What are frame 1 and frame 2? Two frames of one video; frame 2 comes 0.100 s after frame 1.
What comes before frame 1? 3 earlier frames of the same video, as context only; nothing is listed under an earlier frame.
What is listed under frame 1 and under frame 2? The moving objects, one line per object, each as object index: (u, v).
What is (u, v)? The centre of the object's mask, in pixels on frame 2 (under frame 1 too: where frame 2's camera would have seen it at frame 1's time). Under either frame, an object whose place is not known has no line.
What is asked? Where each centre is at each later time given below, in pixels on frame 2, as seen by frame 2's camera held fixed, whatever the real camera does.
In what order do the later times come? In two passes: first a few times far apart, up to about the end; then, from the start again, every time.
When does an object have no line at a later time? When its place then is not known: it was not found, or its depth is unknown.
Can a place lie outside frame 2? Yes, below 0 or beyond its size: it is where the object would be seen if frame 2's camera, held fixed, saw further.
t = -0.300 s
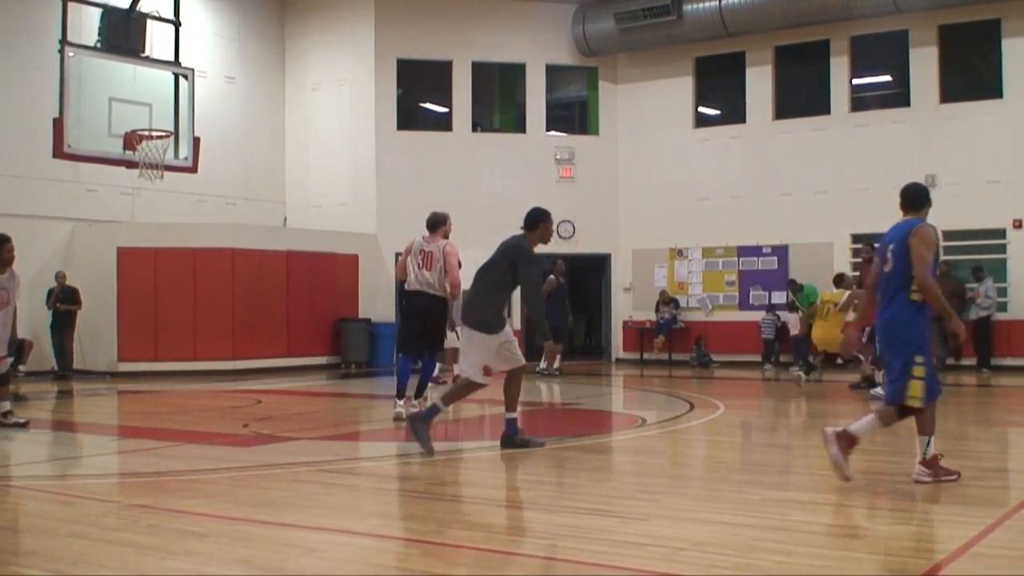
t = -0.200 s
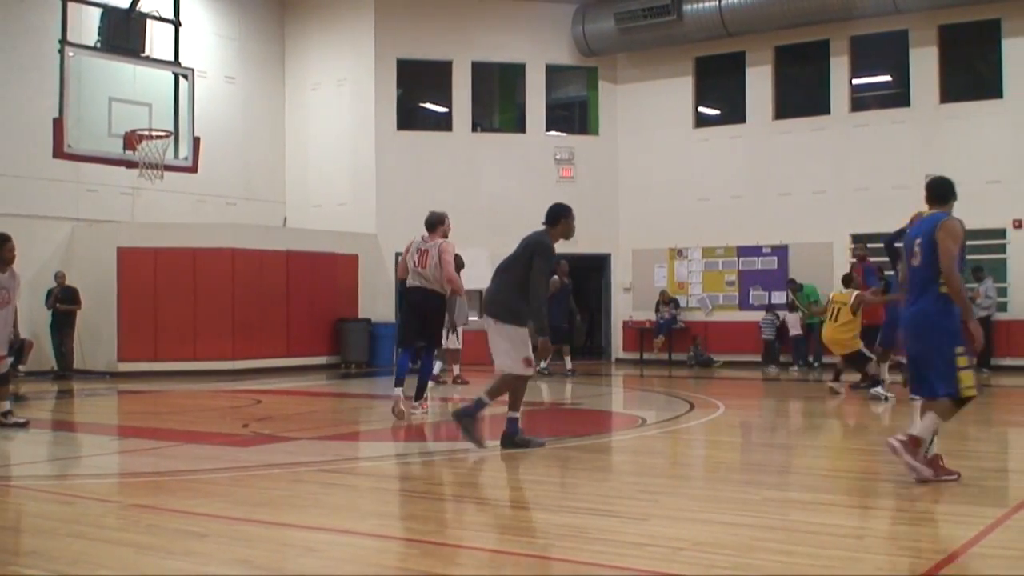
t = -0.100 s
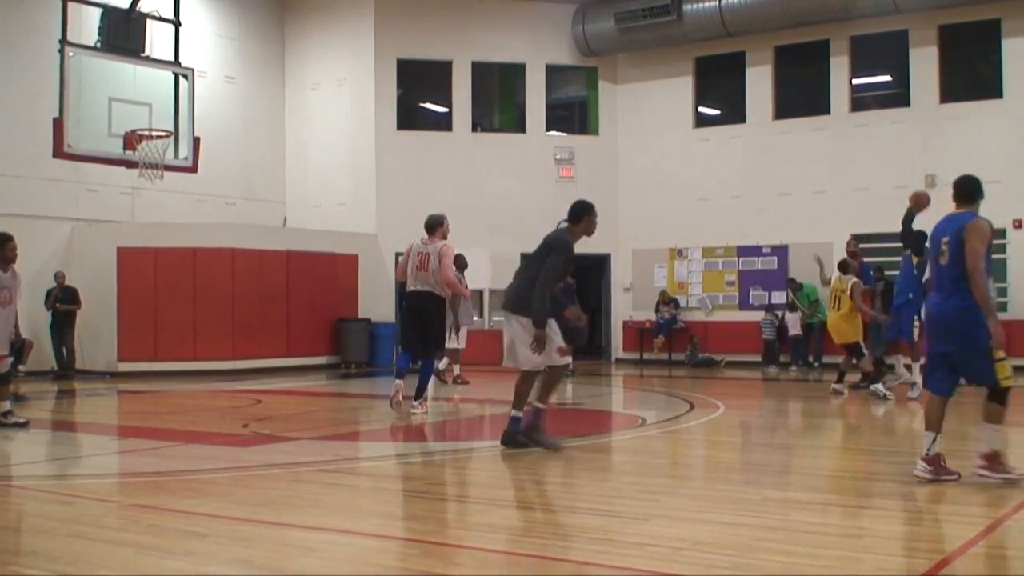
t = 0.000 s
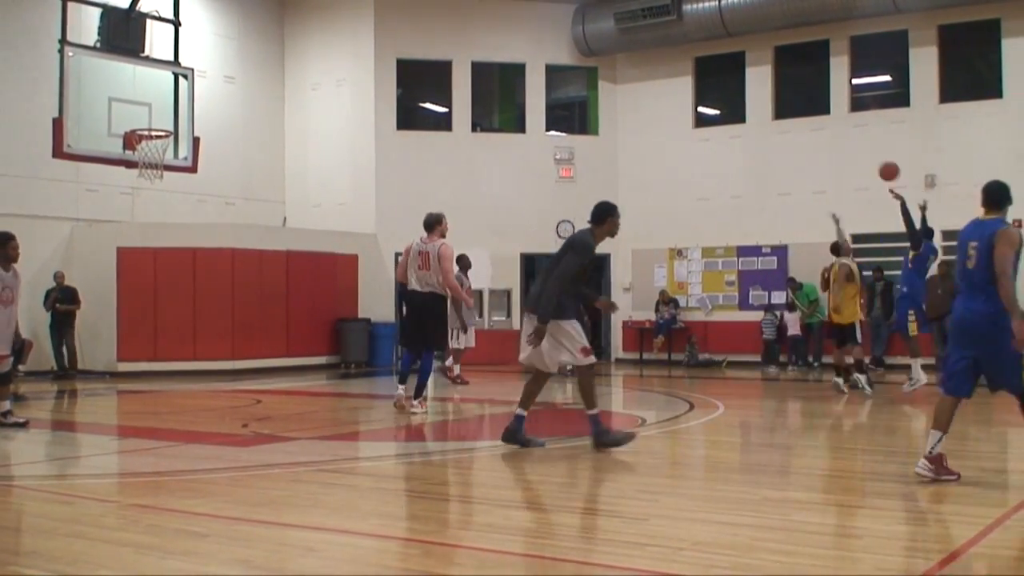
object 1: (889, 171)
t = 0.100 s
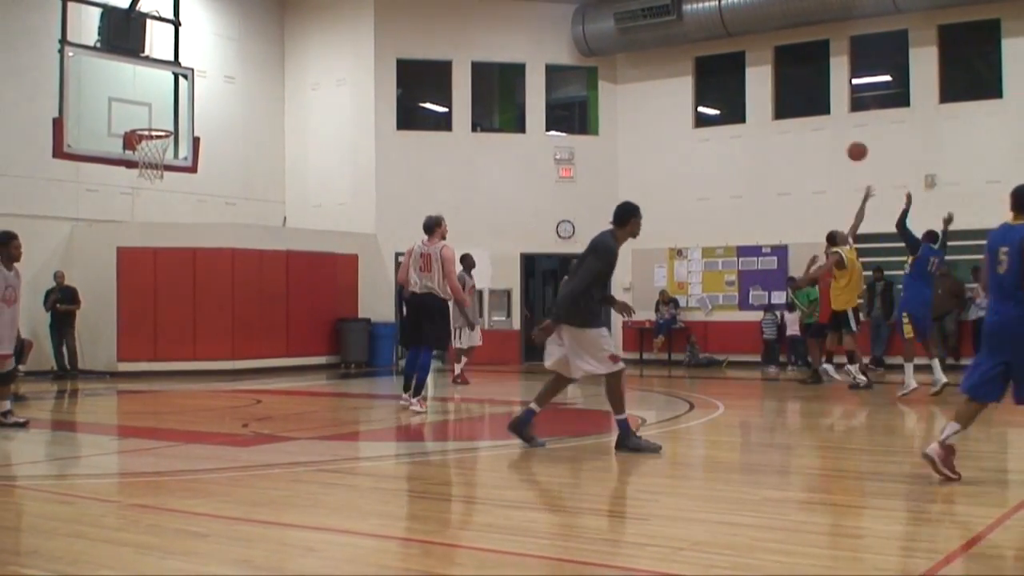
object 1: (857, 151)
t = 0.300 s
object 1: (796, 137)
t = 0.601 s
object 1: (714, 173)
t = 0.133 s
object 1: (847, 147)
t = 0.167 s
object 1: (836, 143)
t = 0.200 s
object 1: (826, 140)
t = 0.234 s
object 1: (816, 138)
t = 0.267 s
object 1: (806, 137)
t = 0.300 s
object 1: (796, 137)
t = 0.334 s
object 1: (787, 138)
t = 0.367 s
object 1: (777, 139)
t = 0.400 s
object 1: (768, 142)
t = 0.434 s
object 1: (759, 145)
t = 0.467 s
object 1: (750, 149)
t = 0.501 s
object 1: (740, 154)
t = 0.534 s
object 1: (732, 160)
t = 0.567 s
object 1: (723, 166)
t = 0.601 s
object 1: (714, 173)
